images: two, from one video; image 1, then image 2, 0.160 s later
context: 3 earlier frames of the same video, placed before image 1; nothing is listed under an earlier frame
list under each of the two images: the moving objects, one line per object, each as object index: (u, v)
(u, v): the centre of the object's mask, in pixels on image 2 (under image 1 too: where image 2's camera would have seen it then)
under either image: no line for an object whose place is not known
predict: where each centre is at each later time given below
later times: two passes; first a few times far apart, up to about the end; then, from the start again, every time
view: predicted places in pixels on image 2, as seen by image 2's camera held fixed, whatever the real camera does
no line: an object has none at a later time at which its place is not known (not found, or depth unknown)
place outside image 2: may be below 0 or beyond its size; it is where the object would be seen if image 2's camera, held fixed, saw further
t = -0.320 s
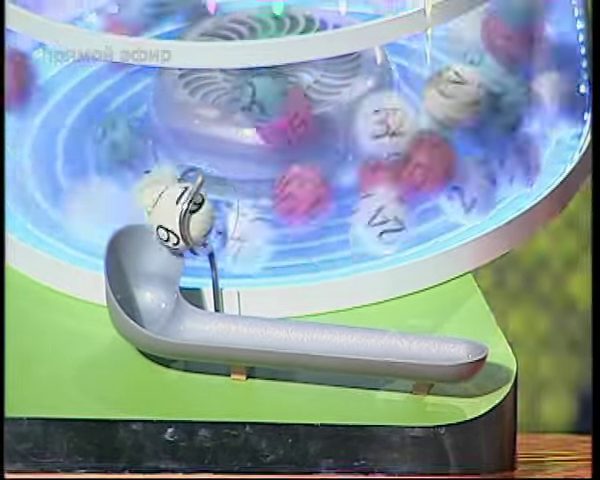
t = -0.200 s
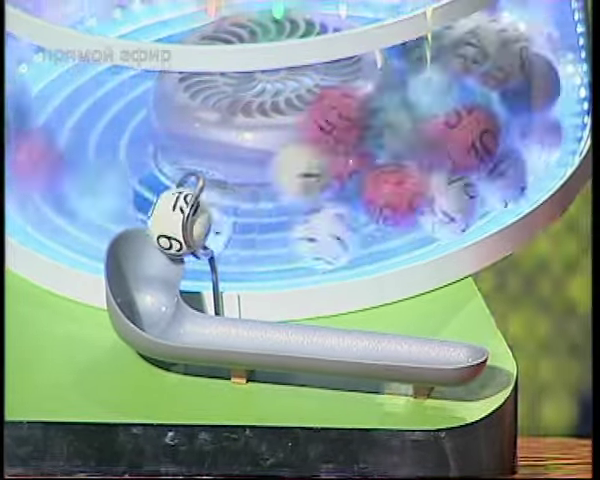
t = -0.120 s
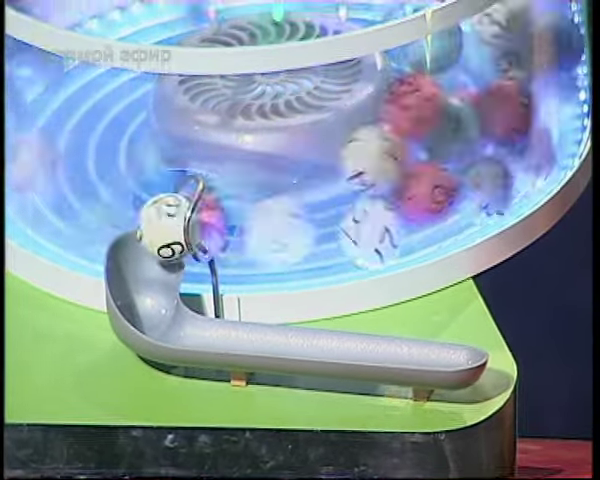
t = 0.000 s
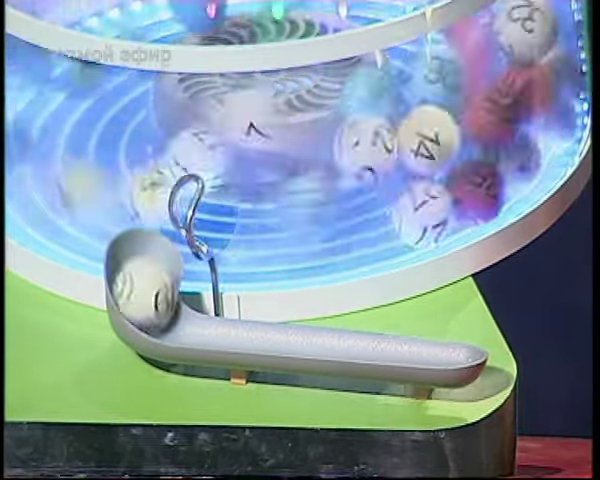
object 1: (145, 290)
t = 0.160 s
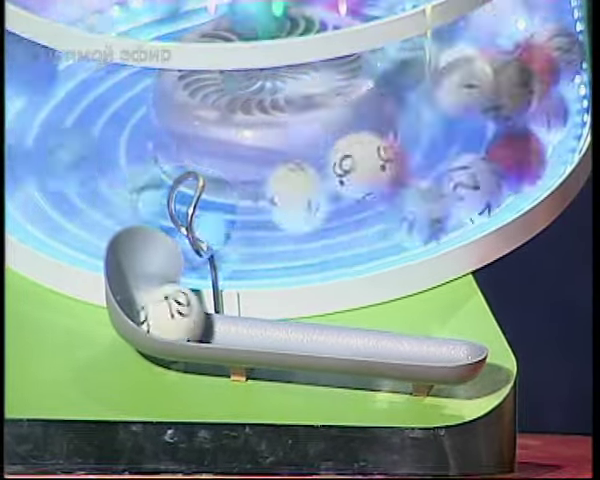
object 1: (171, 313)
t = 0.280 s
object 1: (215, 319)
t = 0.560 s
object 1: (348, 332)
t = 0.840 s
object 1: (452, 337)
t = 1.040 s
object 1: (452, 337)
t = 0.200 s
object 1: (185, 316)
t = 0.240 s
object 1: (199, 318)
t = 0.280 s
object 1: (215, 319)
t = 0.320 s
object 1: (233, 320)
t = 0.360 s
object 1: (249, 322)
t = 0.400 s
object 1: (267, 323)
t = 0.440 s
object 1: (287, 326)
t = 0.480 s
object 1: (307, 329)
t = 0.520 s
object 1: (327, 331)
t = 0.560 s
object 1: (348, 332)
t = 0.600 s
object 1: (368, 333)
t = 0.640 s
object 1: (390, 335)
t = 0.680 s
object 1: (412, 337)
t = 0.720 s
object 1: (434, 338)
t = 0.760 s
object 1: (452, 335)
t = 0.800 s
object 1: (454, 333)
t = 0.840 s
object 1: (452, 337)
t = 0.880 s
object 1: (452, 337)
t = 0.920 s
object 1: (452, 337)
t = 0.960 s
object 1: (452, 337)
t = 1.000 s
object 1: (452, 337)
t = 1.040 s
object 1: (452, 337)
